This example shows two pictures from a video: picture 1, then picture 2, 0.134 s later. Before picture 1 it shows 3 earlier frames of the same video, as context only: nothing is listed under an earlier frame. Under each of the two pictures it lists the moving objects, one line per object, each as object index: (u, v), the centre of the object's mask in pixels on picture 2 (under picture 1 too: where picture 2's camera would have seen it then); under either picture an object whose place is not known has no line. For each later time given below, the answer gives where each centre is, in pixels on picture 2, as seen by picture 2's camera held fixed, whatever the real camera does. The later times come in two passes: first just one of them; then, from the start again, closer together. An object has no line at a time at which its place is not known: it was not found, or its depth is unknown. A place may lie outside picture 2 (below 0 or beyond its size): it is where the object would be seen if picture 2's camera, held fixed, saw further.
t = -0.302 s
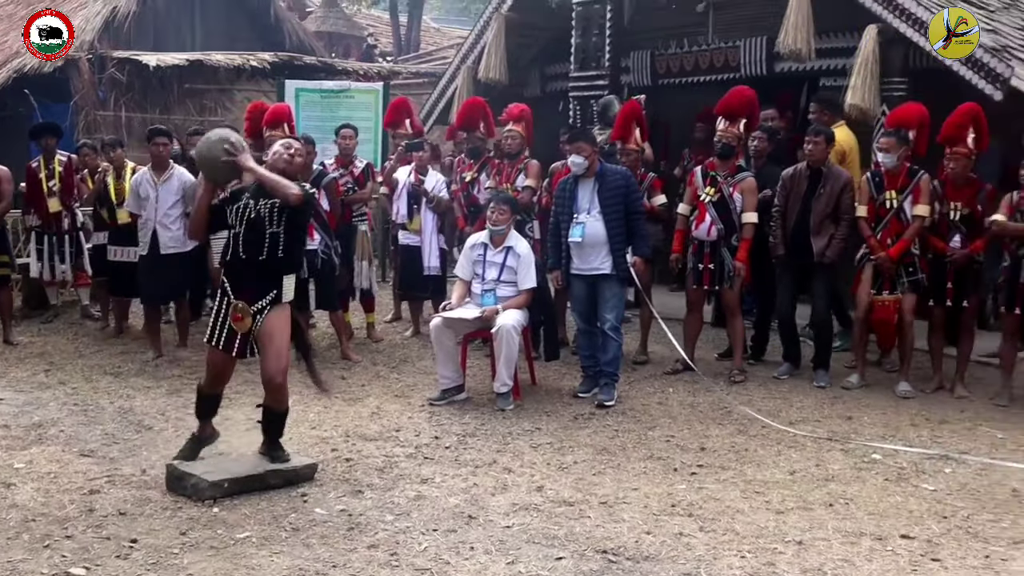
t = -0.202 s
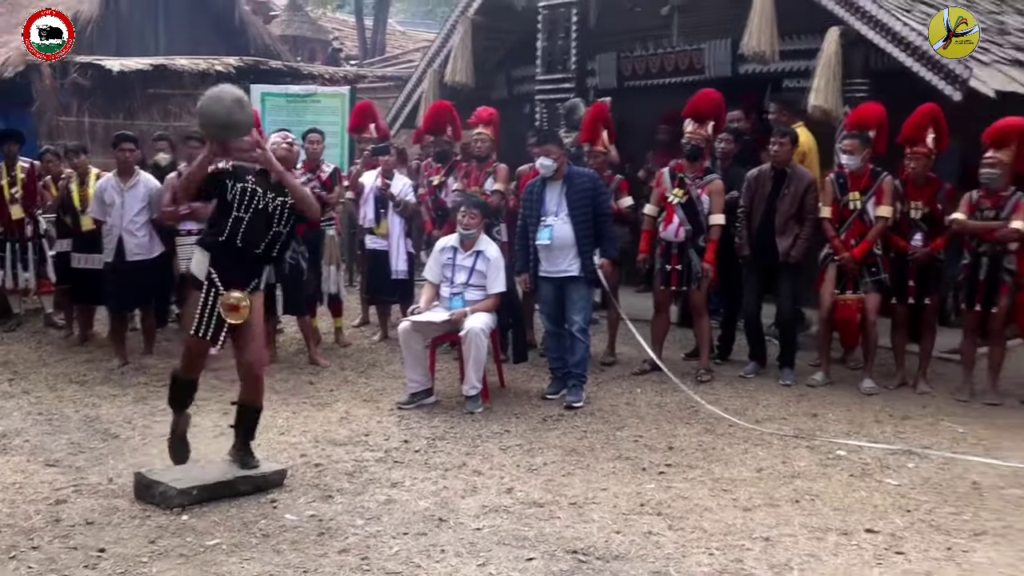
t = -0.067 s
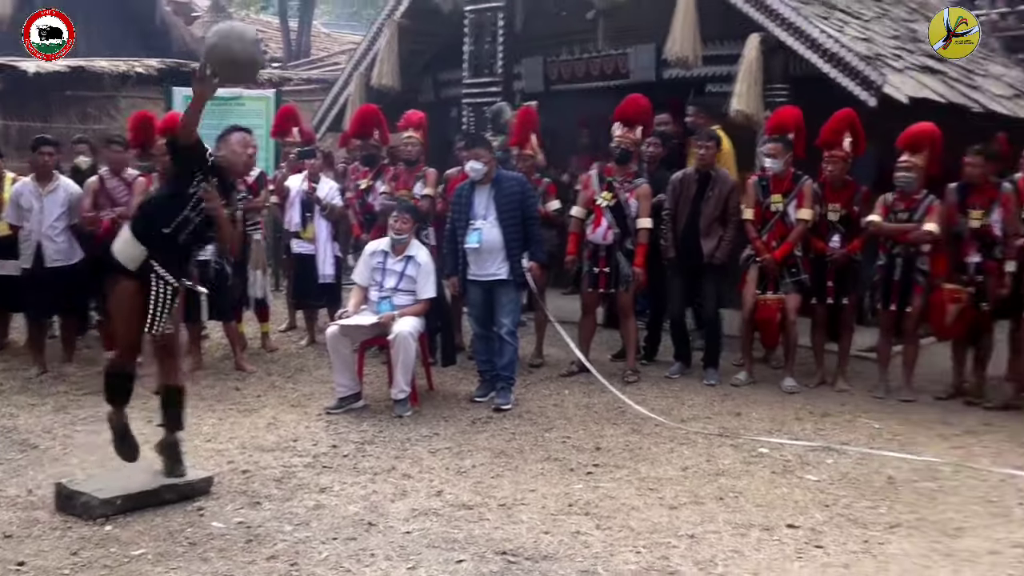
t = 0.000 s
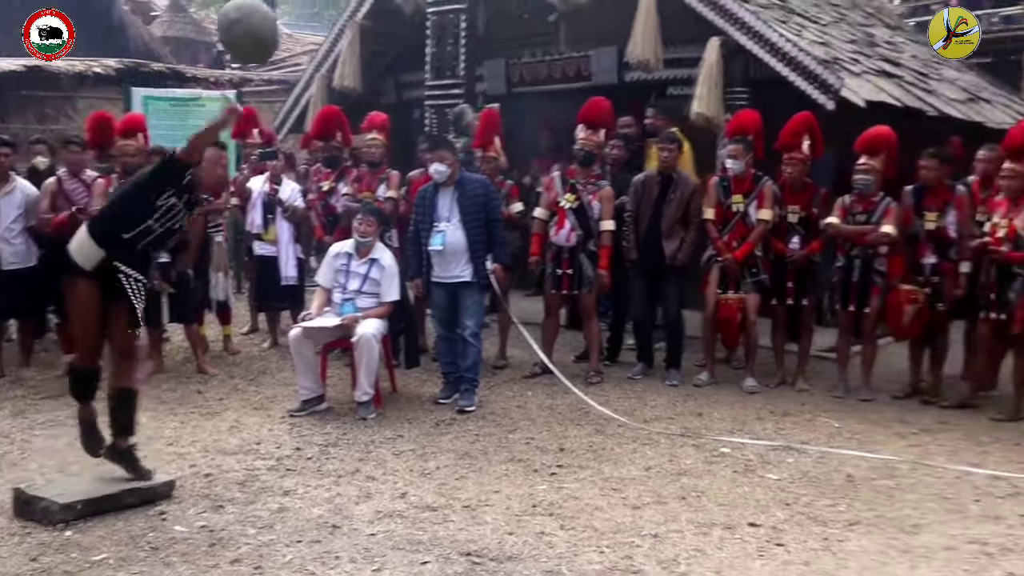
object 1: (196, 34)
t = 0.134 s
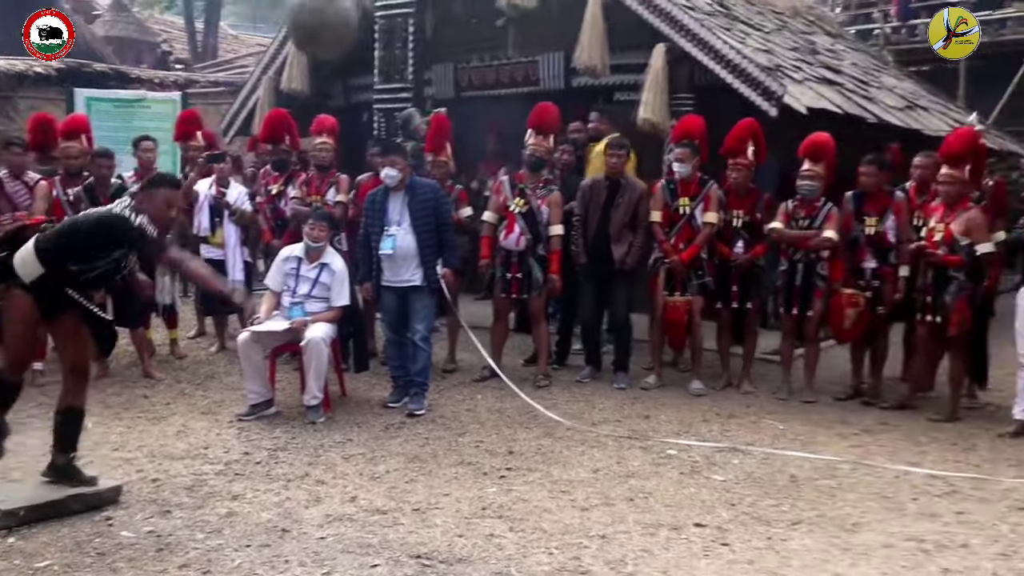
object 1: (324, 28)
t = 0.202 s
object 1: (395, 35)
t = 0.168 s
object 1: (358, 30)
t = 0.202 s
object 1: (395, 35)
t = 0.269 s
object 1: (474, 67)
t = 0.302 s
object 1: (518, 87)
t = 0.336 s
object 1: (565, 116)
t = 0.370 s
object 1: (614, 150)
